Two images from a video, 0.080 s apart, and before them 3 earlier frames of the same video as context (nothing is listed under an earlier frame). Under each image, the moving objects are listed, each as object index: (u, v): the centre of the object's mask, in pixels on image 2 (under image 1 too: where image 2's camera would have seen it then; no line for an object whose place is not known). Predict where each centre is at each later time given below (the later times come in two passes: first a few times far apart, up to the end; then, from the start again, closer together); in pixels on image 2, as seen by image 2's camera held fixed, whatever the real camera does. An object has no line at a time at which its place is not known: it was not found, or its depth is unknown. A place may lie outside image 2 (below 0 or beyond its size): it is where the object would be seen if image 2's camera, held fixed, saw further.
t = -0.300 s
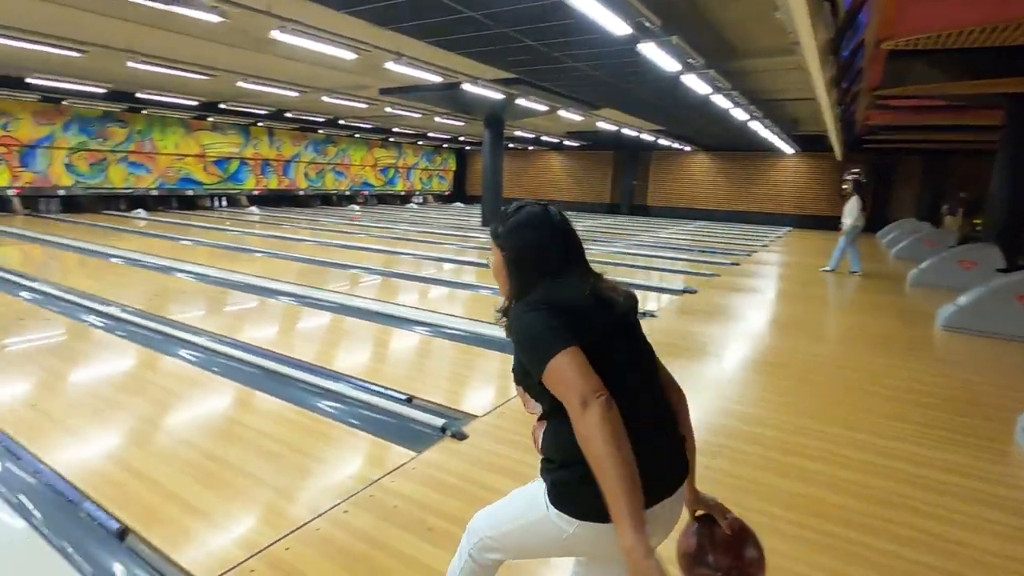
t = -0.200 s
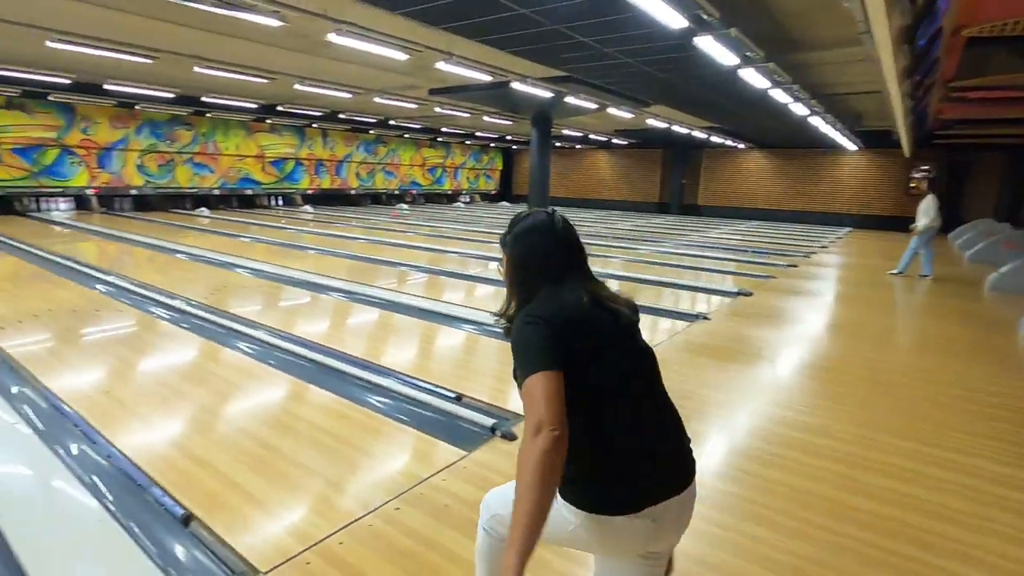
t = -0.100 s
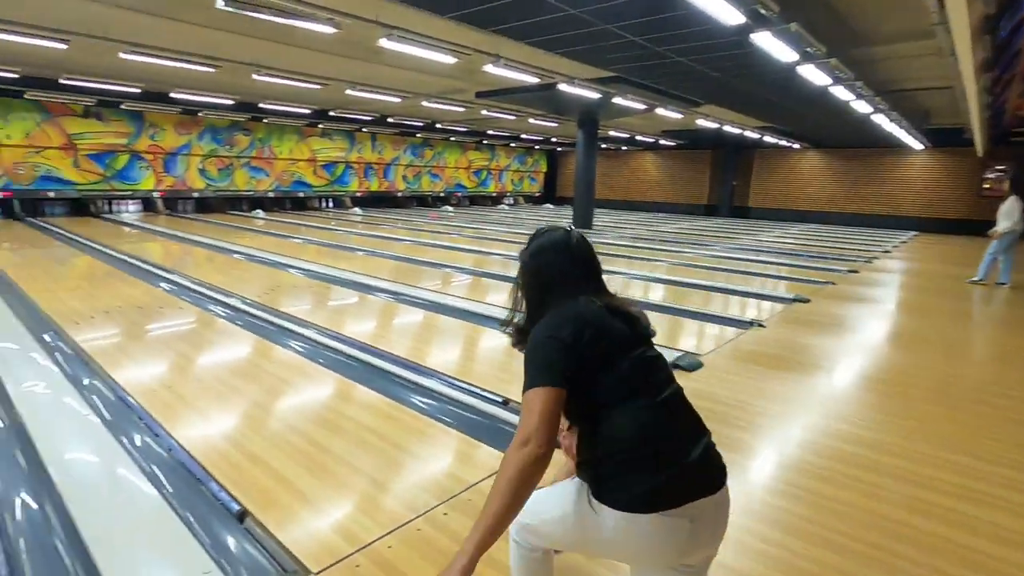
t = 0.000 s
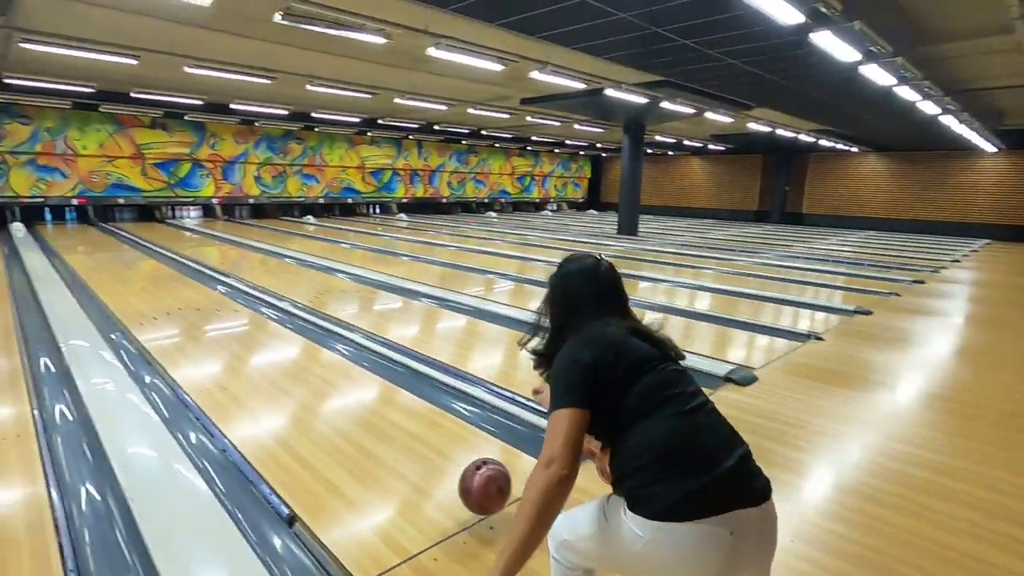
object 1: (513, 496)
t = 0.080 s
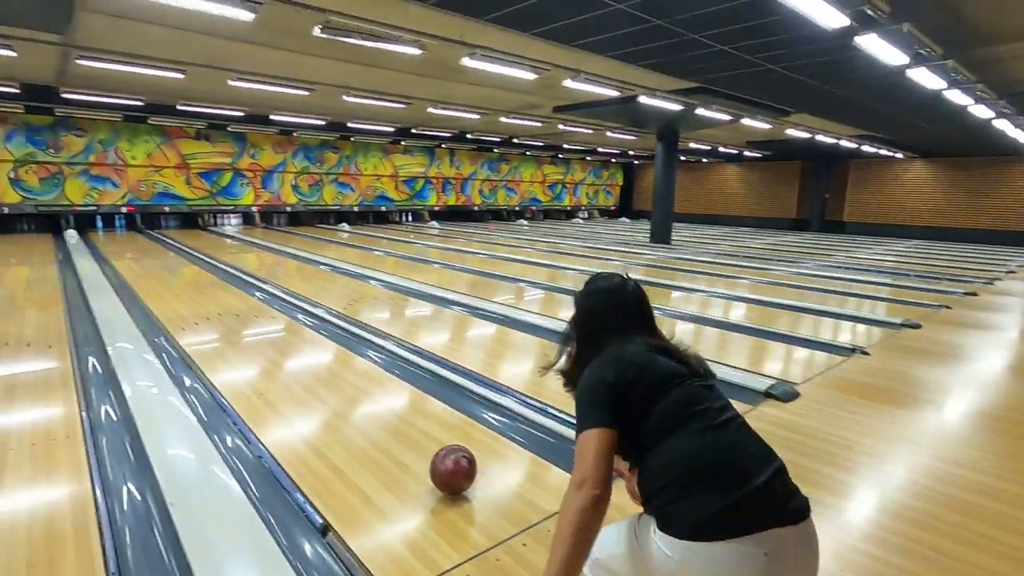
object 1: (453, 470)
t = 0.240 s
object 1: (365, 421)
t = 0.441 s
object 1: (295, 375)
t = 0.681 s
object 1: (244, 338)
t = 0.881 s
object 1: (214, 317)
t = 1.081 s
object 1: (193, 301)
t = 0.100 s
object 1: (440, 461)
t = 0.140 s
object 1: (415, 449)
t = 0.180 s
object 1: (393, 437)
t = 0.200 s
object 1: (383, 431)
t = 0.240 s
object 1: (365, 421)
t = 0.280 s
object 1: (348, 410)
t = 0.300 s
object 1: (340, 404)
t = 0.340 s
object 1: (326, 395)
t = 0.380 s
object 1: (313, 386)
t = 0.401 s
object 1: (307, 382)
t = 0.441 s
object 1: (295, 375)
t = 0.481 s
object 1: (284, 368)
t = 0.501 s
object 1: (280, 364)
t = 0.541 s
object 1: (270, 358)
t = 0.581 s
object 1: (262, 351)
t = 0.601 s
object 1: (258, 348)
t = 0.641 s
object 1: (251, 343)
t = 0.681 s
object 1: (244, 338)
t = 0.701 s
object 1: (240, 335)
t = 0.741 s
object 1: (234, 331)
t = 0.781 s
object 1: (228, 326)
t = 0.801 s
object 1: (225, 324)
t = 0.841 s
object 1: (219, 321)
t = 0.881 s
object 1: (214, 317)
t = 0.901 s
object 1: (212, 315)
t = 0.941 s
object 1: (207, 311)
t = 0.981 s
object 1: (203, 308)
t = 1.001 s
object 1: (201, 307)
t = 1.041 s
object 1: (197, 304)
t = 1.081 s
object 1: (193, 301)
